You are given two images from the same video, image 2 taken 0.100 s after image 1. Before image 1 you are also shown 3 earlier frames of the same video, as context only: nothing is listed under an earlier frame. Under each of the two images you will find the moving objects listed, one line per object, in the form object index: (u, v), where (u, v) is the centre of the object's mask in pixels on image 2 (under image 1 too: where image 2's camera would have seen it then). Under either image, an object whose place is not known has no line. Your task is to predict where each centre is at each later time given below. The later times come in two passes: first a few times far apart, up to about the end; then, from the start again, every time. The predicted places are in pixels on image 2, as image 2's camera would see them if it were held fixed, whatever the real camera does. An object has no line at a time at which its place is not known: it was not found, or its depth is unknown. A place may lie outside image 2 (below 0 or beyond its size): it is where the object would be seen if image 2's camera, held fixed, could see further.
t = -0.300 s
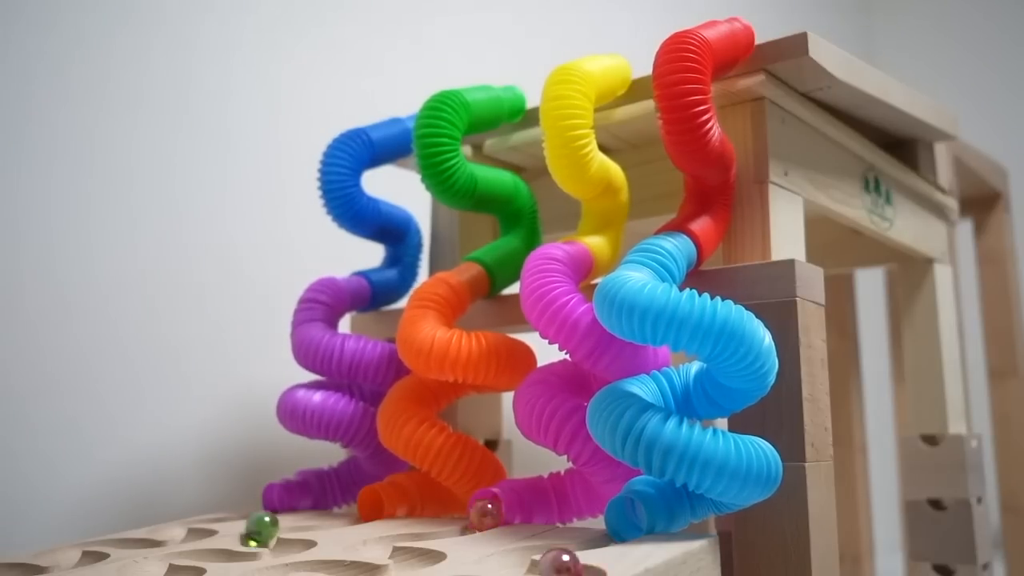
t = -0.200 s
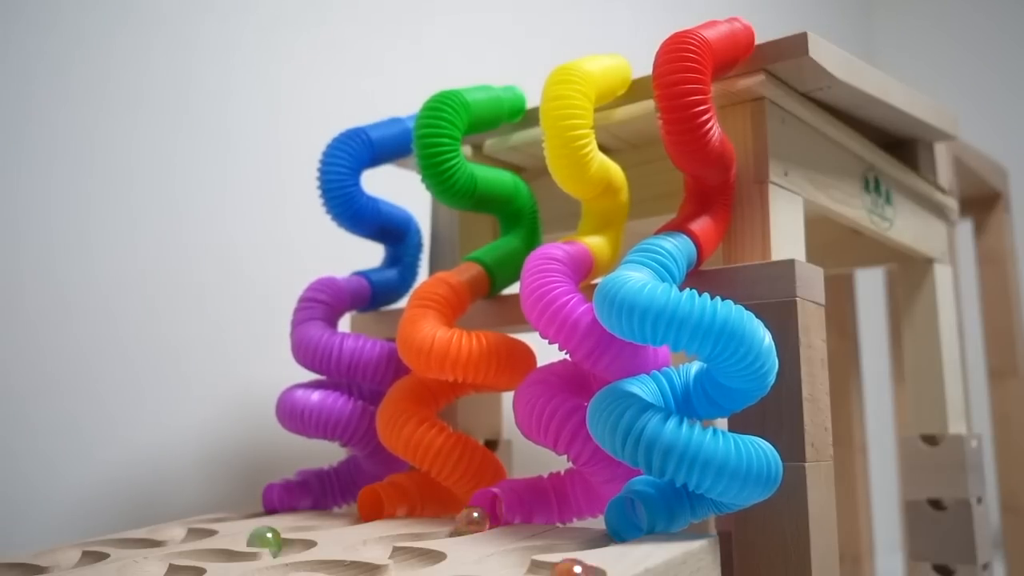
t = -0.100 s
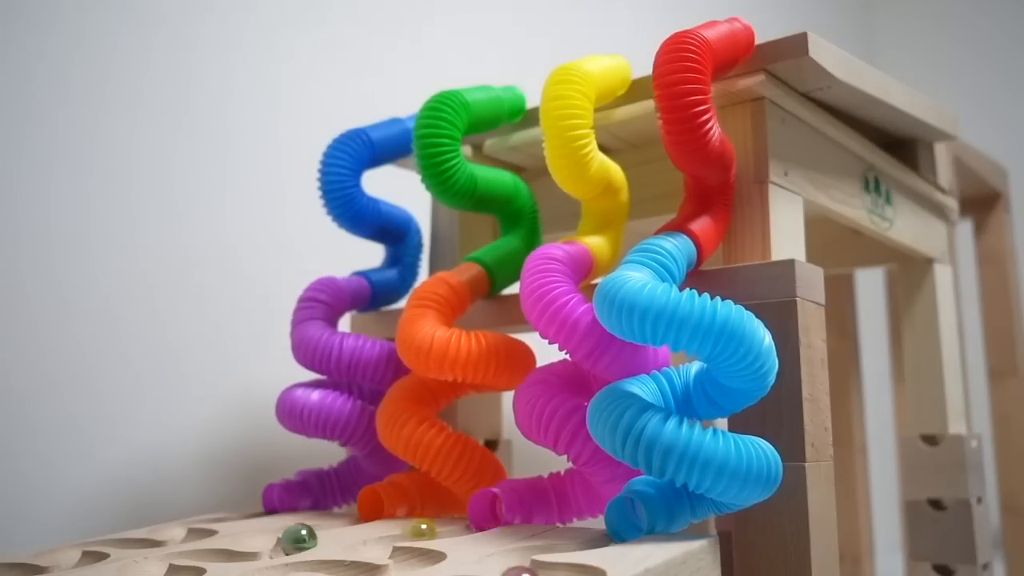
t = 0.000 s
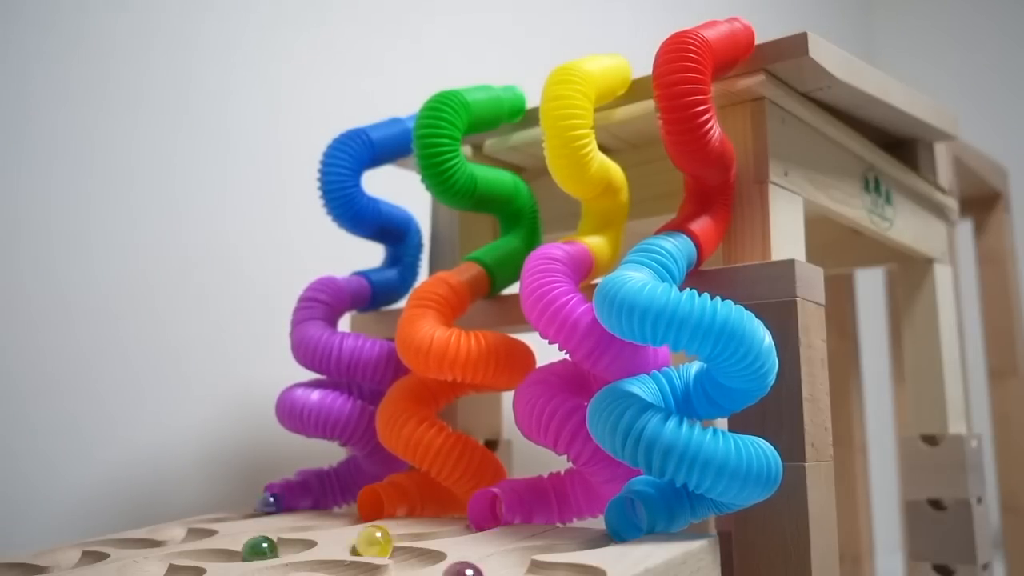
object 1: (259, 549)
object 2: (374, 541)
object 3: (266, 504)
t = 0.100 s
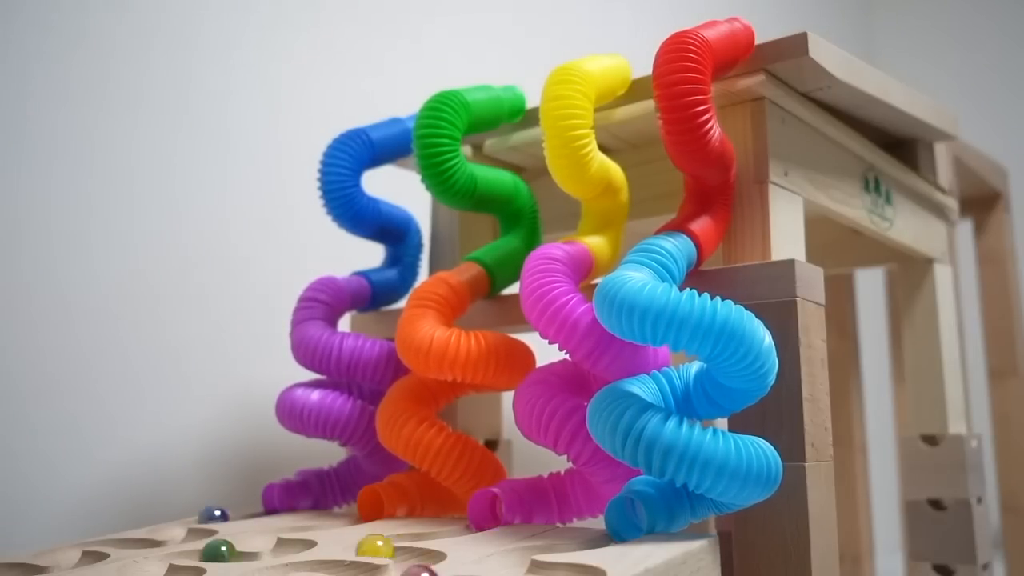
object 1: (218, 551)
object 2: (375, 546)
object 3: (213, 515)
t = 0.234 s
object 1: (188, 550)
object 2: (416, 555)
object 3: (168, 527)
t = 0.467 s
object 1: (161, 565)
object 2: (344, 564)
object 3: (198, 530)
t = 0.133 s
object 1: (208, 550)
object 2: (393, 549)
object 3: (190, 523)
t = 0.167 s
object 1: (205, 550)
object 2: (405, 552)
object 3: (178, 522)
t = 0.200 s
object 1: (199, 547)
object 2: (411, 554)
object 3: (170, 525)
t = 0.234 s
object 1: (188, 550)
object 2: (416, 555)
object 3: (168, 527)
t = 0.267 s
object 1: (169, 555)
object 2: (422, 555)
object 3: (165, 527)
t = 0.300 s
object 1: (154, 558)
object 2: (417, 557)
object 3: (176, 529)
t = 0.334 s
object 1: (143, 559)
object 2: (402, 561)
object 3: (187, 530)
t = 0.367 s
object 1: (141, 563)
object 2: (384, 563)
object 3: (191, 530)
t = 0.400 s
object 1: (142, 564)
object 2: (367, 564)
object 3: (190, 531)
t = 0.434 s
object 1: (148, 564)
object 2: (354, 565)
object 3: (194, 531)
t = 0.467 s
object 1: (161, 565)
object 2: (344, 564)
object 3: (198, 530)
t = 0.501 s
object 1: (177, 565)
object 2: (337, 562)
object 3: (192, 534)
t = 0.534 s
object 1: (185, 565)
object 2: (324, 561)
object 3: (181, 536)
